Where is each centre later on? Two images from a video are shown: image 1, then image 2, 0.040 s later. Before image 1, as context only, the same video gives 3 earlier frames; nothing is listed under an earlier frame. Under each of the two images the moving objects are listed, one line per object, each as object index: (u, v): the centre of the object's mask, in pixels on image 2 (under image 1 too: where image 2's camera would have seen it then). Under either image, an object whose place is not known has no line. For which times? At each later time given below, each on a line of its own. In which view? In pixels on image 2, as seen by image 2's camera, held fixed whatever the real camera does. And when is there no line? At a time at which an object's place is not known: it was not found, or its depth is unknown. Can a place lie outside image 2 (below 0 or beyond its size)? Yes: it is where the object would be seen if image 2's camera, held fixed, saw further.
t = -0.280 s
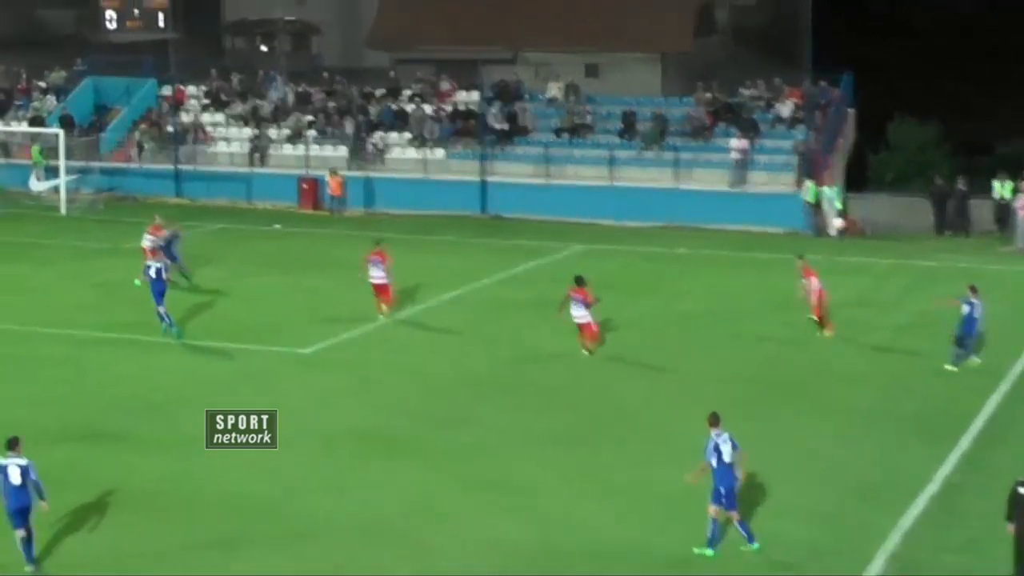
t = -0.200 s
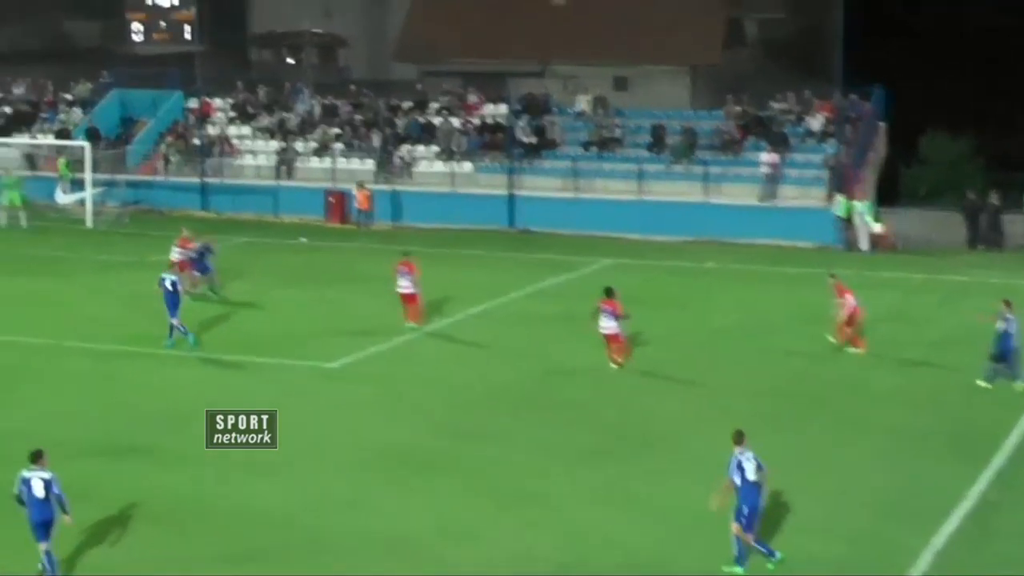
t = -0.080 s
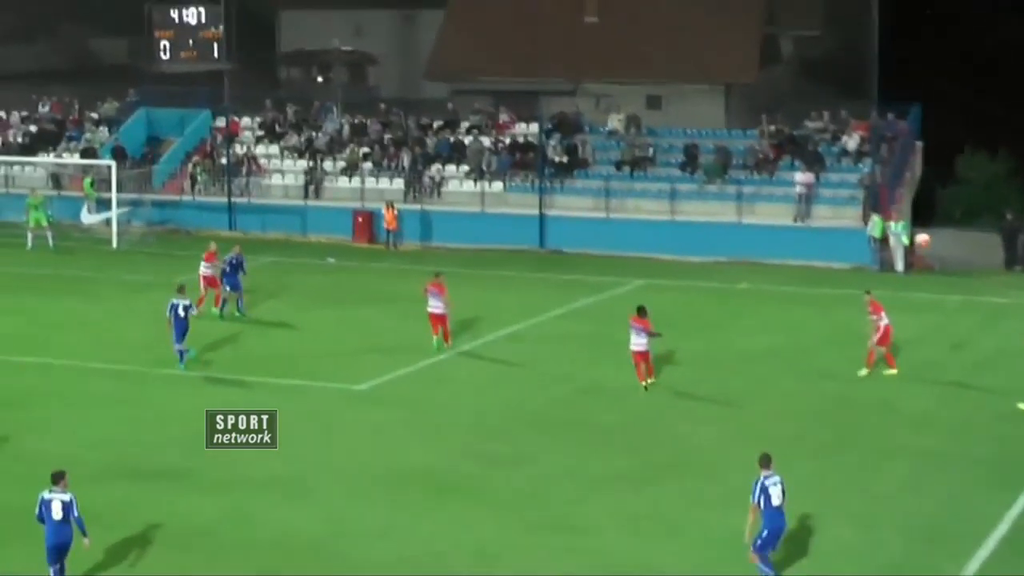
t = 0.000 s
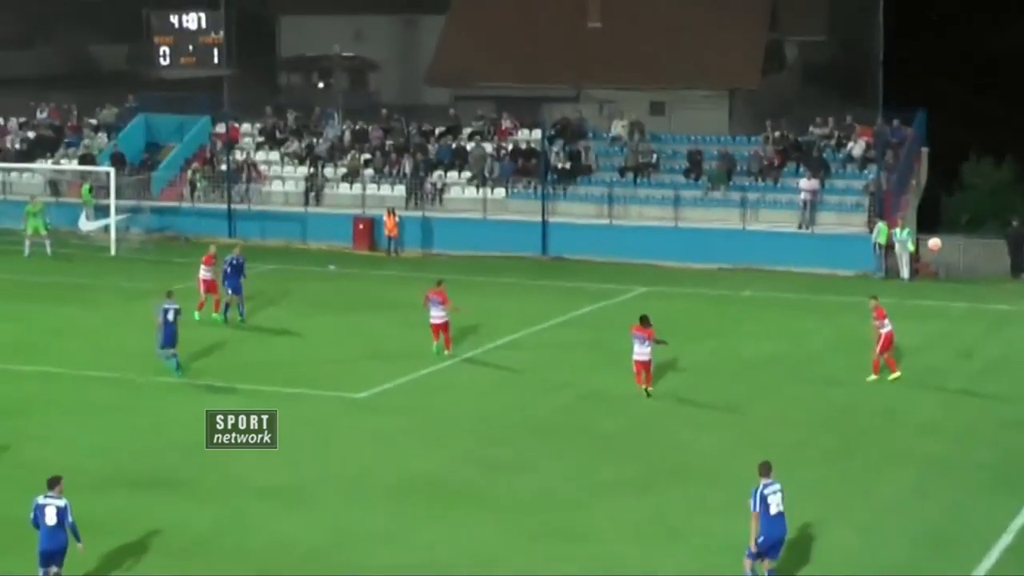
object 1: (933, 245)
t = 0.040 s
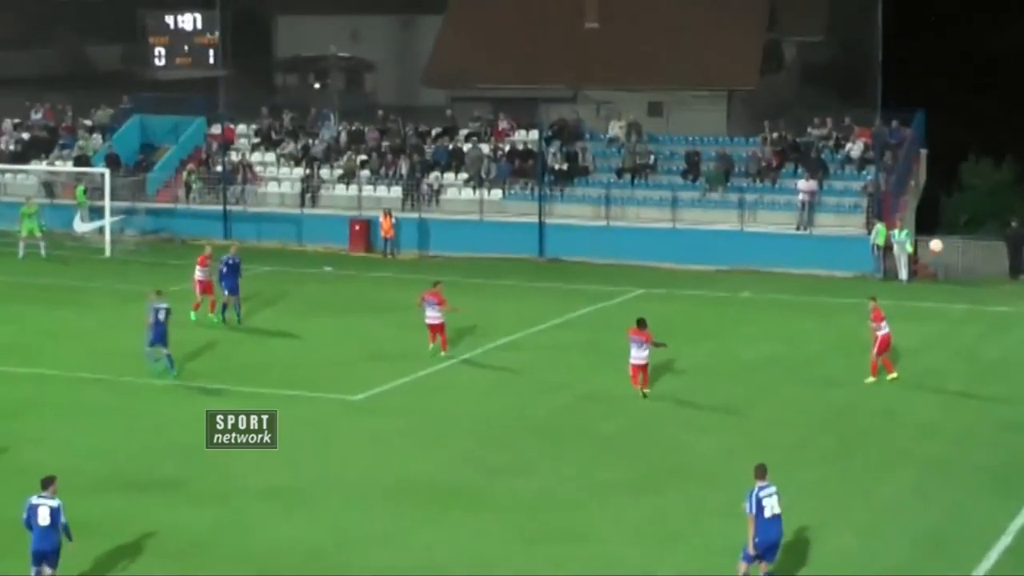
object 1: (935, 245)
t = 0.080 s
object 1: (939, 246)
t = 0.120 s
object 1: (941, 248)
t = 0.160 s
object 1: (942, 251)
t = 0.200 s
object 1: (943, 255)
